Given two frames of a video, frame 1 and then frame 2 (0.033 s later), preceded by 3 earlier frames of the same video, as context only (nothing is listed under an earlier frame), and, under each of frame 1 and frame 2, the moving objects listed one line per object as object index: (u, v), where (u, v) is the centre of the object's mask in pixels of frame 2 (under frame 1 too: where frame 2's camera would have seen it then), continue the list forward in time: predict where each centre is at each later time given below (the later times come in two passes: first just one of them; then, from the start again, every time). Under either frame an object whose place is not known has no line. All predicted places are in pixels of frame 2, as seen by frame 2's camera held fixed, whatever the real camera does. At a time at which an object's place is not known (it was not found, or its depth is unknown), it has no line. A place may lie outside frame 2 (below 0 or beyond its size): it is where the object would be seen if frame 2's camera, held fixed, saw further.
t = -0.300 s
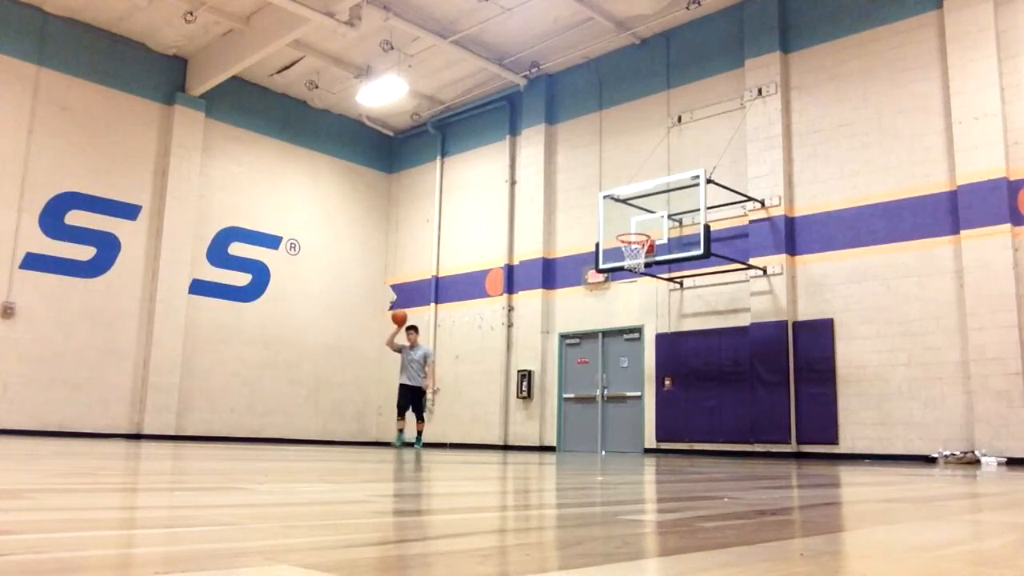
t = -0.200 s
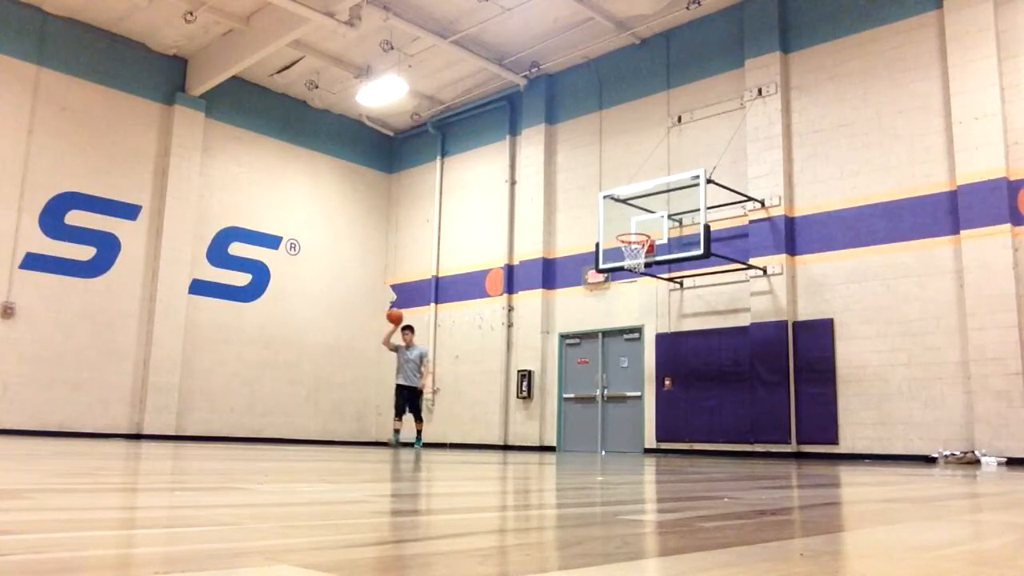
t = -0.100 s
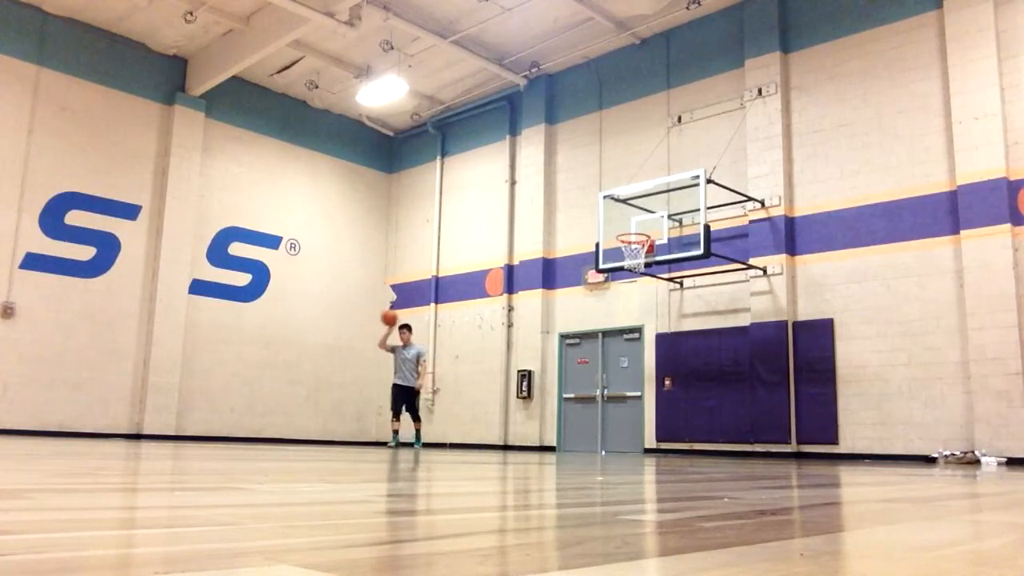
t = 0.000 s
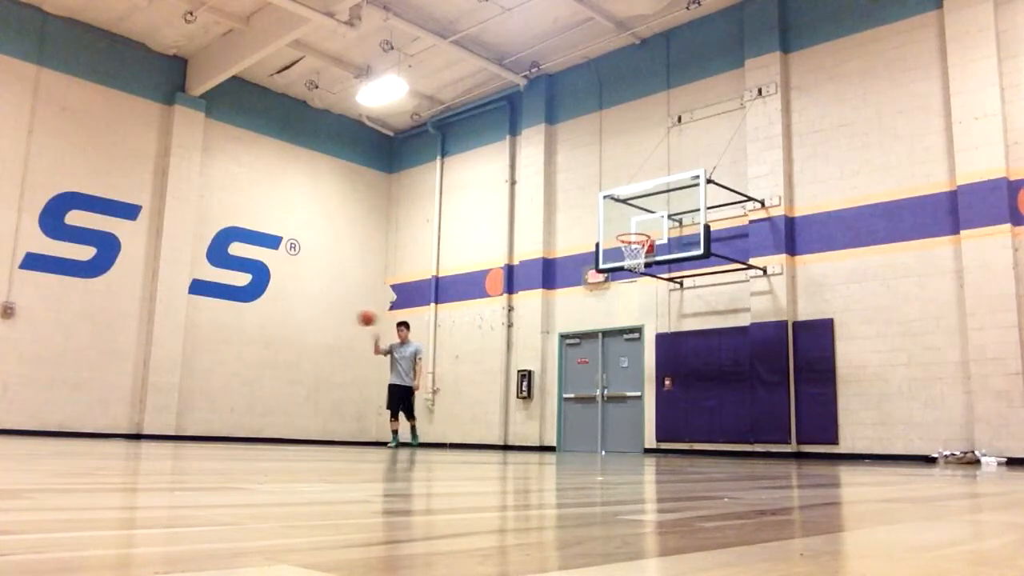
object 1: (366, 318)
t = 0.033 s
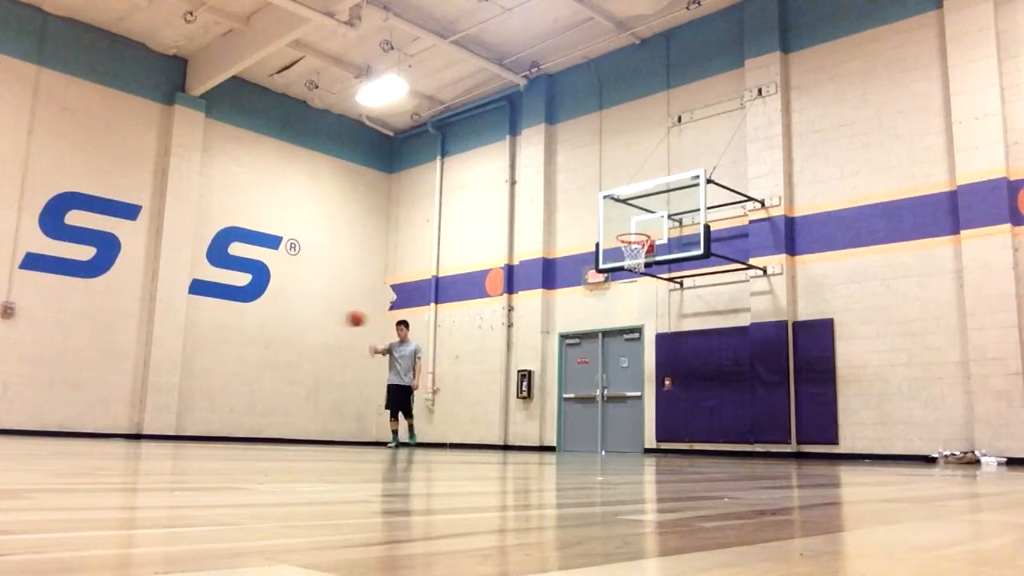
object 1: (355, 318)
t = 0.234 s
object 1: (278, 341)
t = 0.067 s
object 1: (345, 319)
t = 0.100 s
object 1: (333, 322)
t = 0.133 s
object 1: (321, 325)
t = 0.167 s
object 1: (308, 329)
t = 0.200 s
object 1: (294, 334)
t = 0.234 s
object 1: (278, 341)
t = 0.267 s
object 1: (265, 348)
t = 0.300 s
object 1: (244, 360)
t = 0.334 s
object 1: (227, 370)
